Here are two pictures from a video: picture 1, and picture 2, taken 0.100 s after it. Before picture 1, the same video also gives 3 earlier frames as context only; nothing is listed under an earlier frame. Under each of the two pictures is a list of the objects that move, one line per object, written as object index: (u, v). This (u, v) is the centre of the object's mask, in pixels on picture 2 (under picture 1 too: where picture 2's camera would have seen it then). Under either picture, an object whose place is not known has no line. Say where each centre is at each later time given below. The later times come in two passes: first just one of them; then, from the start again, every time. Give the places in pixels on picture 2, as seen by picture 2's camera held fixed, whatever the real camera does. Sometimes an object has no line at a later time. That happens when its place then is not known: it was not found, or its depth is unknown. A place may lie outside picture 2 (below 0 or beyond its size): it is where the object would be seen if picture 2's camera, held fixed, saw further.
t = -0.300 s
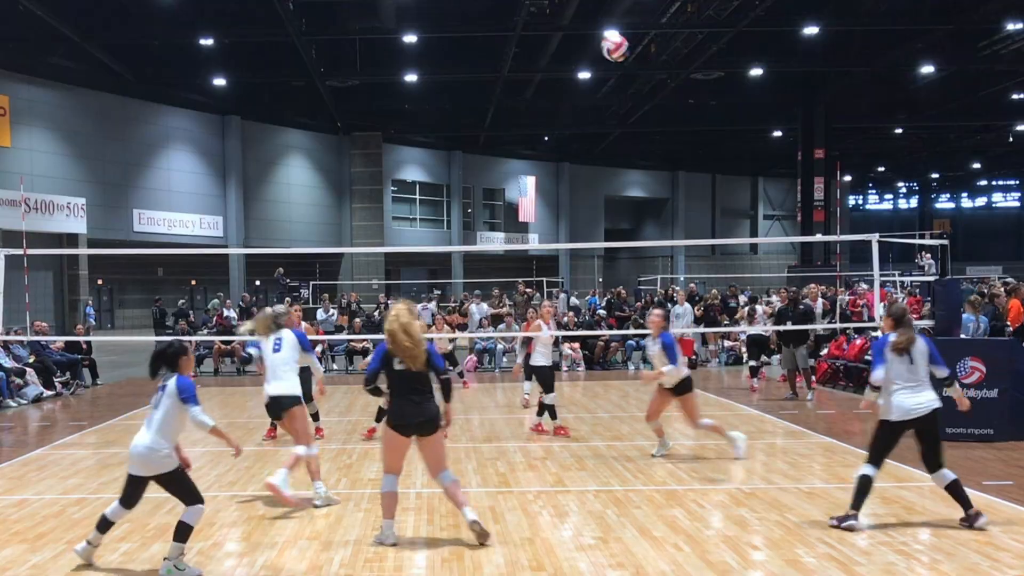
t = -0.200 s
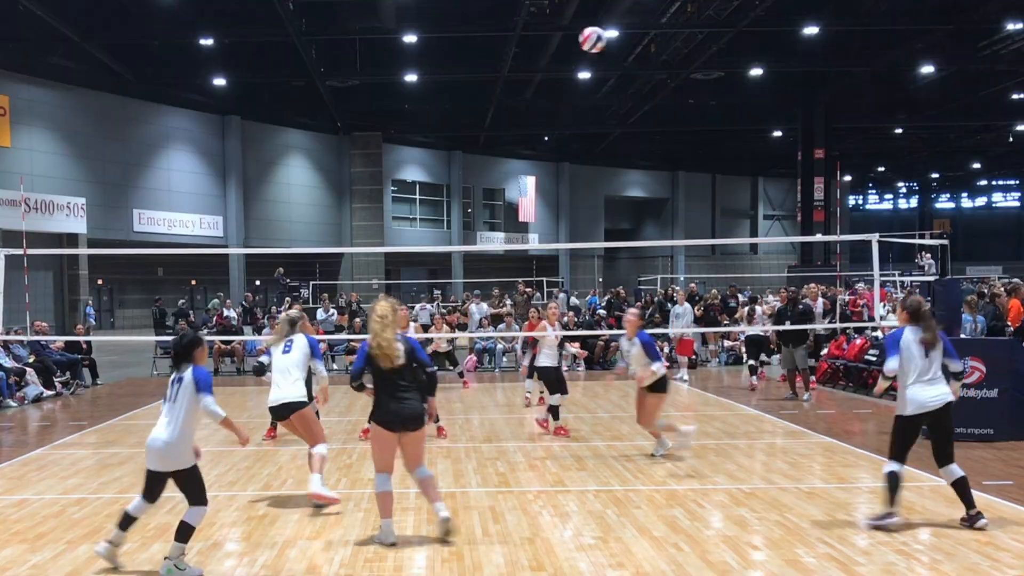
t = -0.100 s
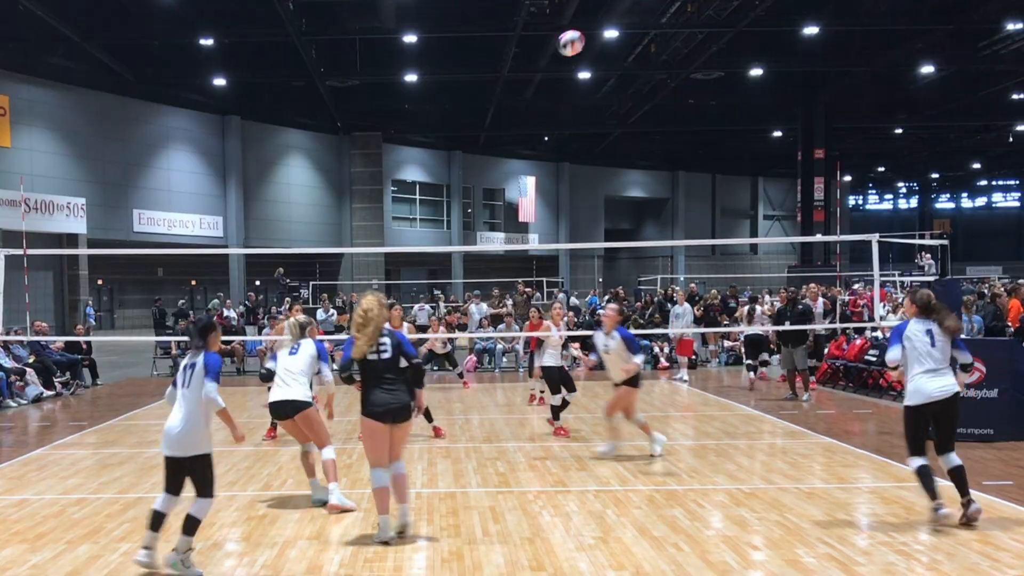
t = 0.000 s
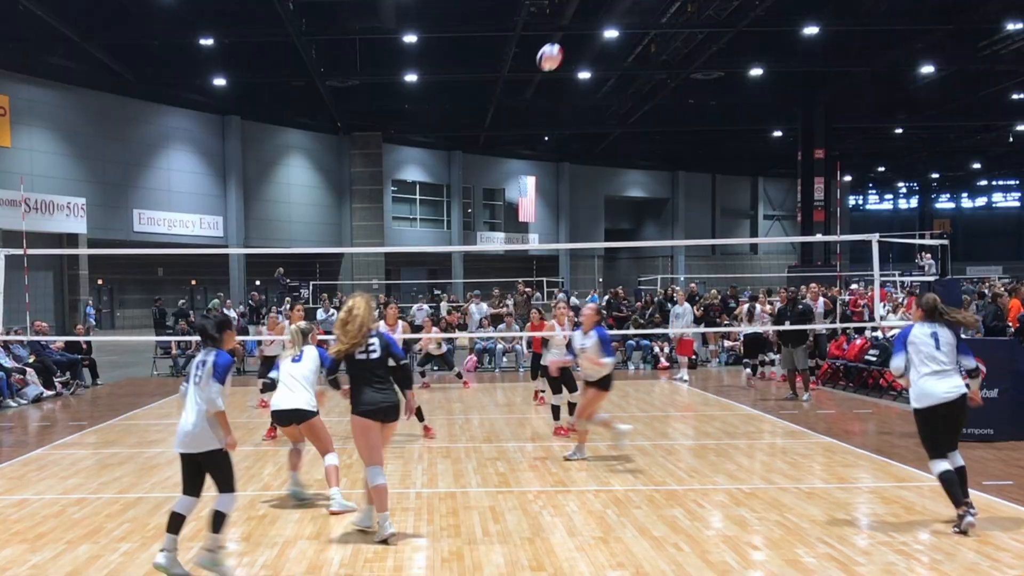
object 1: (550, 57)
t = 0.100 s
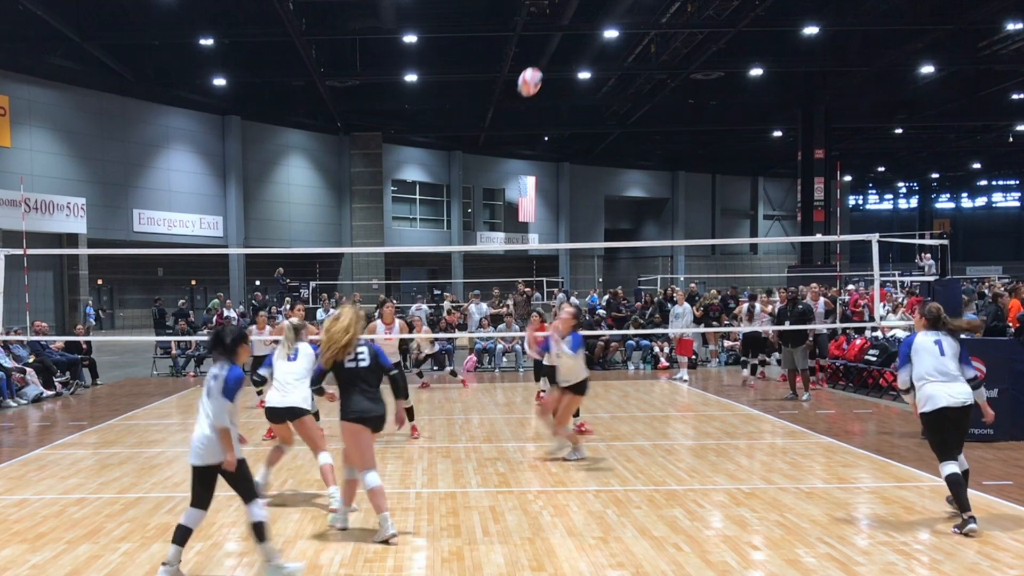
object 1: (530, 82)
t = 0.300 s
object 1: (492, 159)
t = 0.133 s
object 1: (523, 92)
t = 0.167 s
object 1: (516, 103)
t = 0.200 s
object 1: (510, 115)
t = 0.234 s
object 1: (504, 130)
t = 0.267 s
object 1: (498, 144)
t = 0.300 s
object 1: (492, 159)
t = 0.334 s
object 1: (485, 175)
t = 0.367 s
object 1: (480, 192)
